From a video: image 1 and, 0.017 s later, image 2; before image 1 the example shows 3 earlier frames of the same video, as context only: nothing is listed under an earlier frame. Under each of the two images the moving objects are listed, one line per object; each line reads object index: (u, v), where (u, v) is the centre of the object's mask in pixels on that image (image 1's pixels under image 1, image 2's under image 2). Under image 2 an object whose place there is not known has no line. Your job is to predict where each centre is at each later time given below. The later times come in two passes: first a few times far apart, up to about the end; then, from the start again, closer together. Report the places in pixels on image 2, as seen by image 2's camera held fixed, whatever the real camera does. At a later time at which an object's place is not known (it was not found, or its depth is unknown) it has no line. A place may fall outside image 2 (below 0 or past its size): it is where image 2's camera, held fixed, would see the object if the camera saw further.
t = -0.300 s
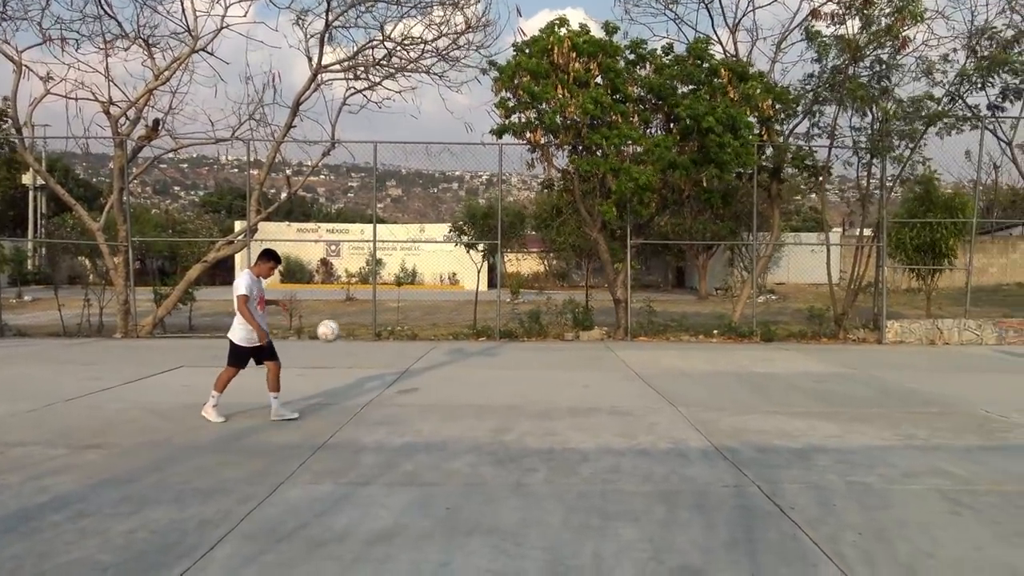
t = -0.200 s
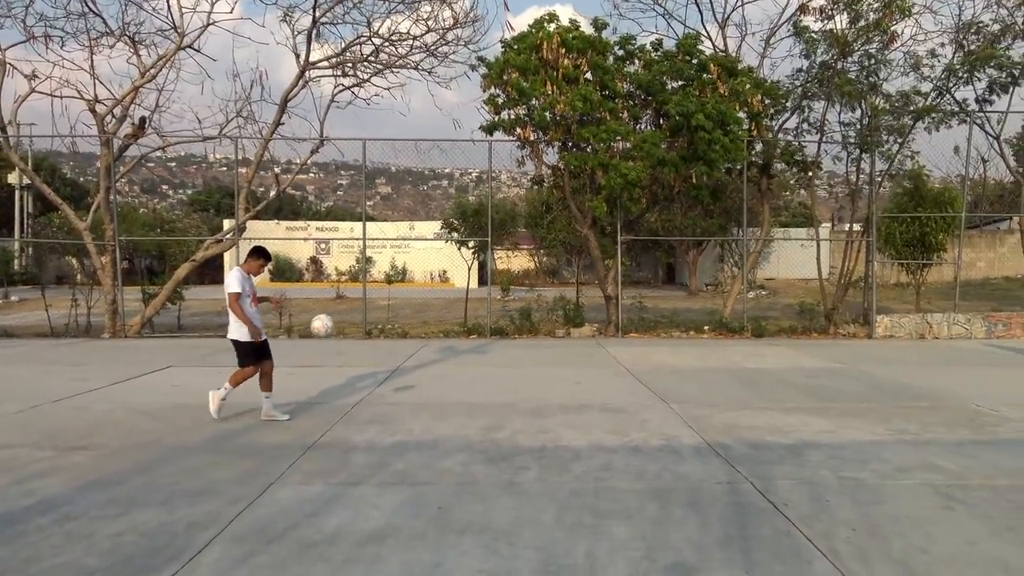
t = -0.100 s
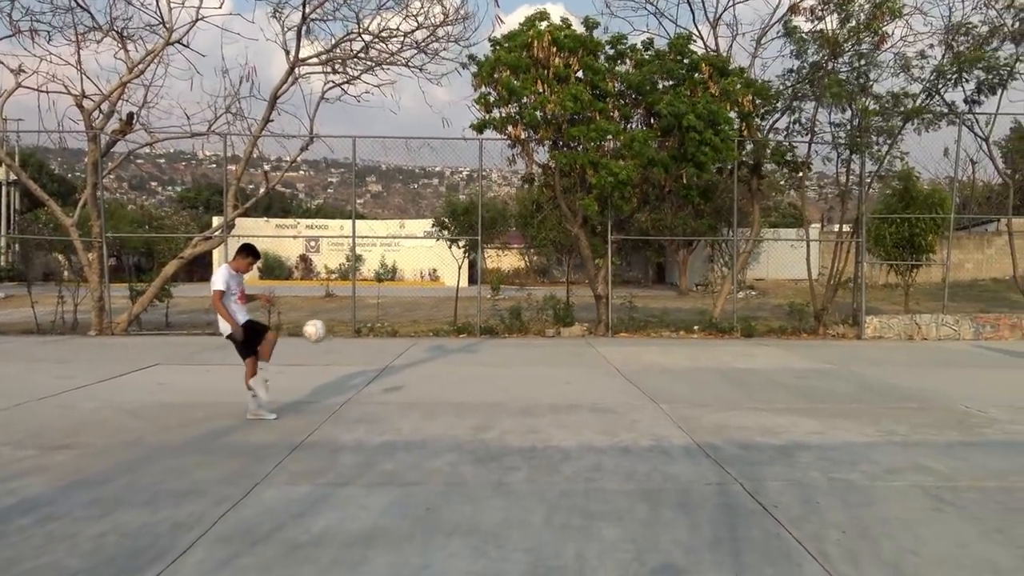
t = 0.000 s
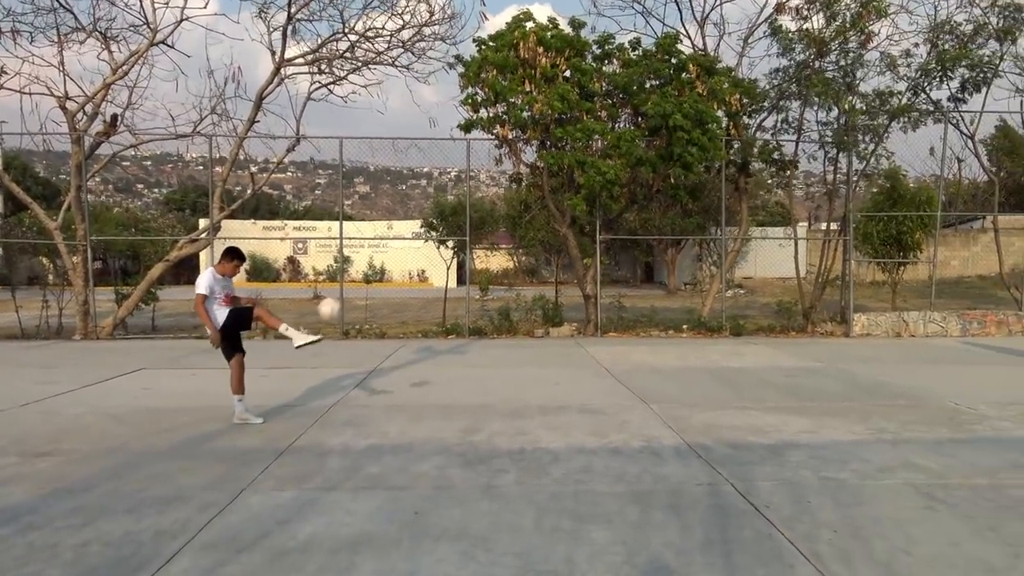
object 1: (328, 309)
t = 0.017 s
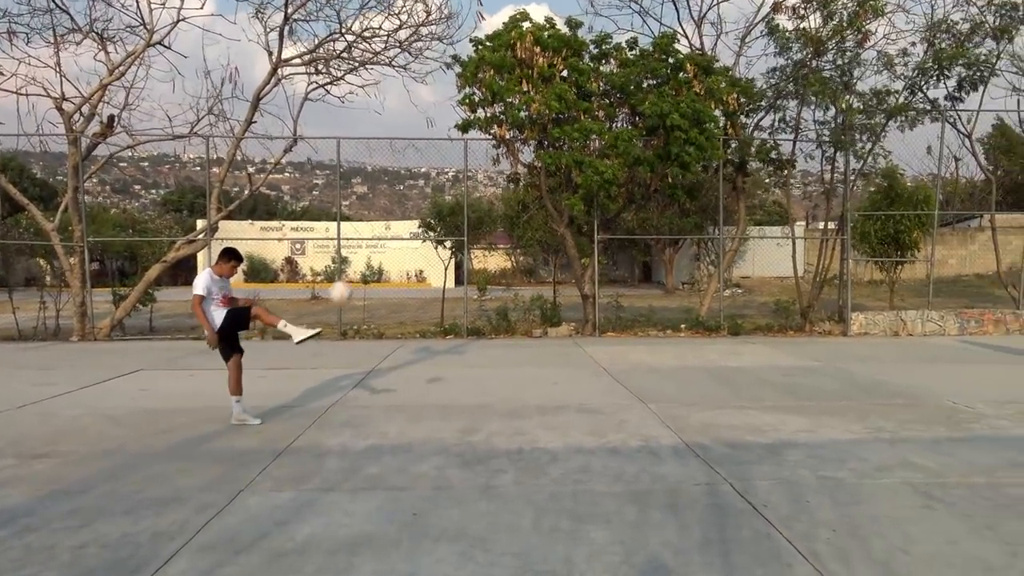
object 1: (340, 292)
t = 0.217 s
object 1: (490, 117)
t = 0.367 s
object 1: (602, 16)
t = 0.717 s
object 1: (850, -107)
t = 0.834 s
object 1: (924, -117)
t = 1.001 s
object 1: (1024, -103)
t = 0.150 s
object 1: (439, 169)
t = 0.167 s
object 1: (452, 157)
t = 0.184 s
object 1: (465, 143)
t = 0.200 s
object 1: (478, 129)
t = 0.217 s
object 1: (490, 117)
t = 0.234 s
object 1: (502, 105)
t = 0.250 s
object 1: (515, 92)
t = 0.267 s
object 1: (527, 80)
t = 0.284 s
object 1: (540, 69)
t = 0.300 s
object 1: (552, 58)
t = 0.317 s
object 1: (565, 47)
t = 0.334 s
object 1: (577, 36)
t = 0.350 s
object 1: (591, 27)
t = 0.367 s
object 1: (602, 16)
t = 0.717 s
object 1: (850, -107)
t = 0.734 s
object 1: (861, -113)
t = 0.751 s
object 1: (872, -116)
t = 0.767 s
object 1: (882, -117)
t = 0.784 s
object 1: (892, -117)
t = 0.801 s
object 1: (902, -117)
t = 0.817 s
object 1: (913, -116)
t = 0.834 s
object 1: (924, -117)
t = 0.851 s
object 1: (935, -116)
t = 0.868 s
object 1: (945, -116)
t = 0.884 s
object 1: (955, -115)
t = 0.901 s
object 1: (965, -114)
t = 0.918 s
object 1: (976, -112)
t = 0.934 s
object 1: (987, -111)
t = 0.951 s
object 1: (996, -109)
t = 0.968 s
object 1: (1006, -108)
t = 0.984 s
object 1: (1015, -105)
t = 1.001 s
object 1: (1024, -103)
